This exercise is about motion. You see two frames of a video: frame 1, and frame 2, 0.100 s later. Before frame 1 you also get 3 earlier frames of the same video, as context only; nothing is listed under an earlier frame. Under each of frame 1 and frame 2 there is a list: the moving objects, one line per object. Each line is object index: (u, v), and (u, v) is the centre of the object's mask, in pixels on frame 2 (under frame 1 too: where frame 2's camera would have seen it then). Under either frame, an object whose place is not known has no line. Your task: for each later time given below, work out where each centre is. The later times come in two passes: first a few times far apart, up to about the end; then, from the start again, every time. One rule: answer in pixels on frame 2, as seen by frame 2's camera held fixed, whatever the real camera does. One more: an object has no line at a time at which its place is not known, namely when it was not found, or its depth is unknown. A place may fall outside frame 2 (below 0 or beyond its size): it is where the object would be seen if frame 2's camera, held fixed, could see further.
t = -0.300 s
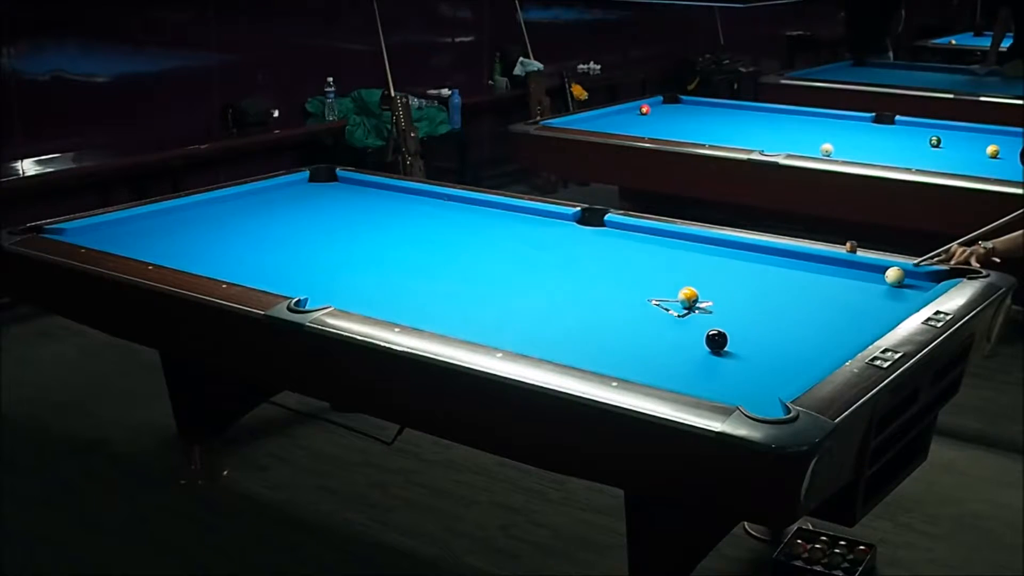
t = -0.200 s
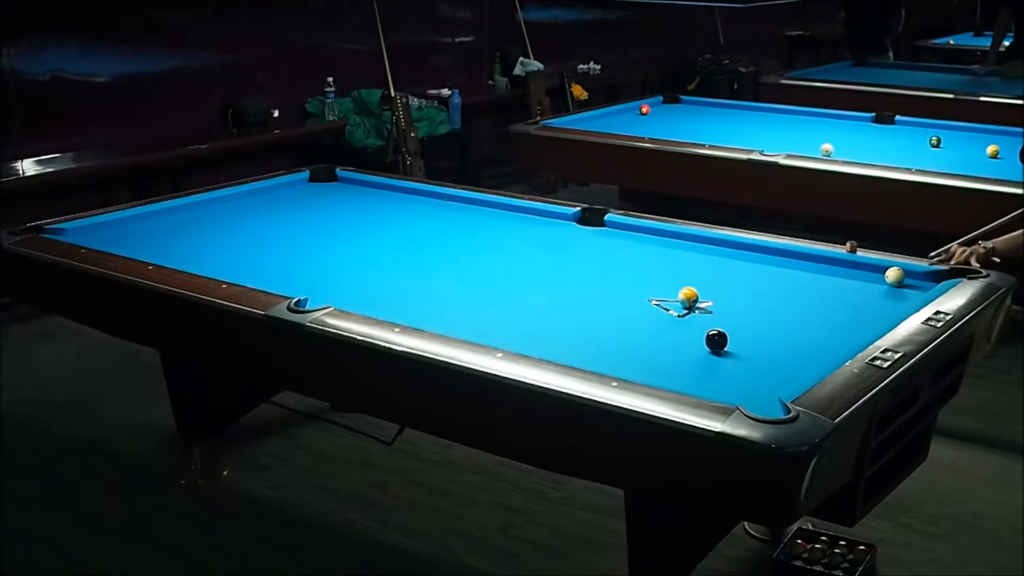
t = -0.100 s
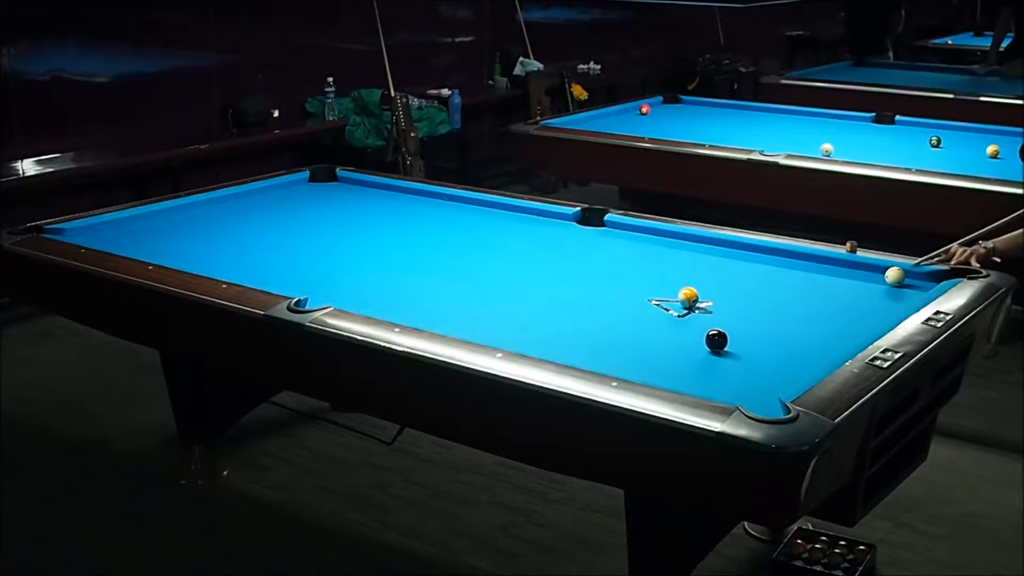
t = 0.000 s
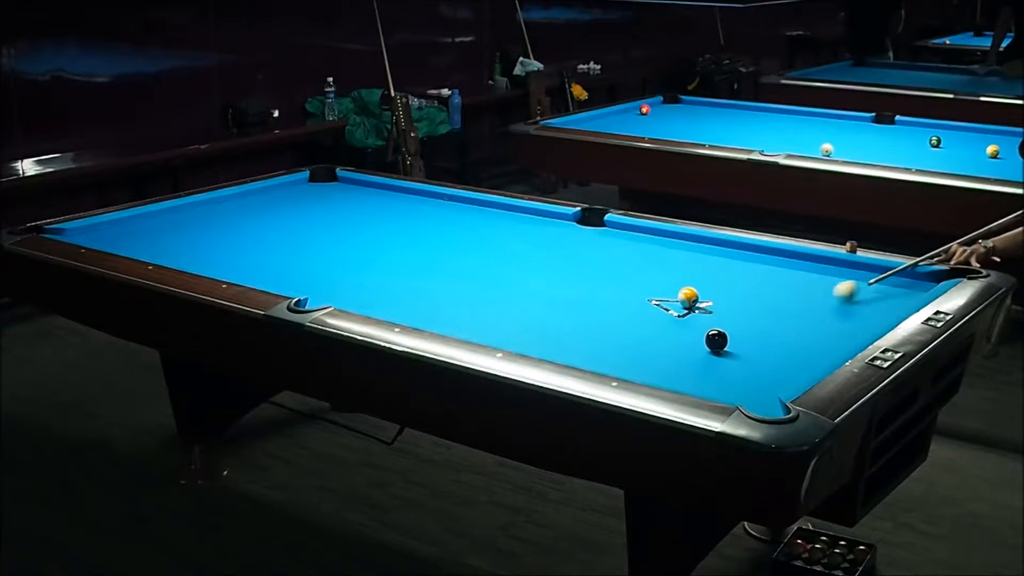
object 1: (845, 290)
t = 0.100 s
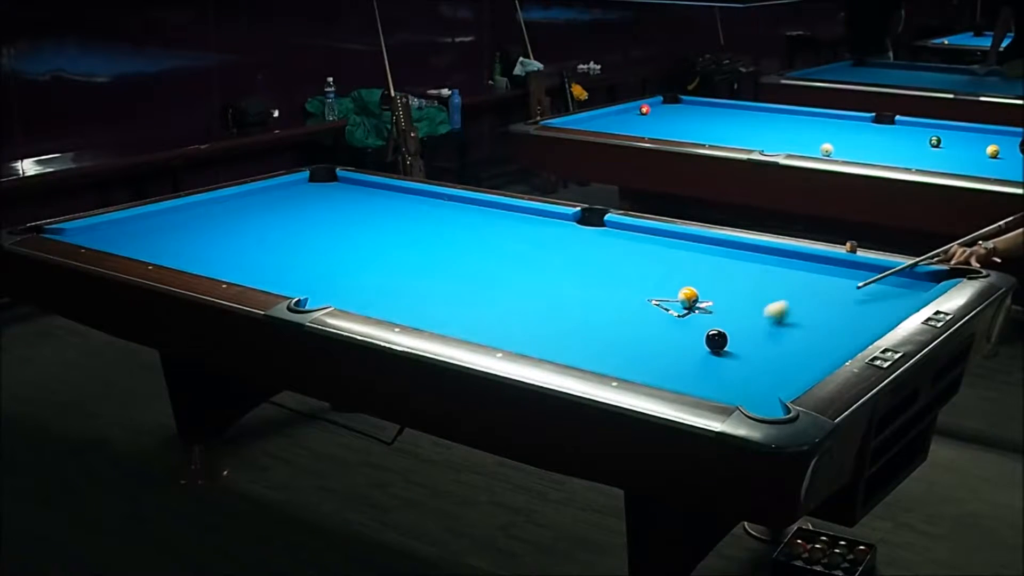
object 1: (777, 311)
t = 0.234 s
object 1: (672, 334)
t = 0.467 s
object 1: (518, 331)
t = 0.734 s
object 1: (488, 280)
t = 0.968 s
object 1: (465, 246)
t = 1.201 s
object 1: (445, 219)
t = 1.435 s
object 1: (429, 196)
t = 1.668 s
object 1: (376, 193)
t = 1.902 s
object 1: (322, 192)
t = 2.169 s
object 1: (263, 191)
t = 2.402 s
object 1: (261, 195)
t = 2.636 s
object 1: (267, 201)
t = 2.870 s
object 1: (274, 206)
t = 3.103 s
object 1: (280, 211)
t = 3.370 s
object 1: (287, 217)
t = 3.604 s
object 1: (293, 222)
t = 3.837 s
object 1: (298, 227)
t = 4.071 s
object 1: (304, 232)
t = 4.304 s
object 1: (309, 236)
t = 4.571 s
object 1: (314, 241)
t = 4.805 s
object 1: (319, 245)
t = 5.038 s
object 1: (322, 250)
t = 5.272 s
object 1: (325, 253)
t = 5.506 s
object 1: (329, 257)
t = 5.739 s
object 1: (331, 259)
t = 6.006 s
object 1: (334, 262)
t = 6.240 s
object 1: (337, 265)
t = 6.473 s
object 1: (339, 267)
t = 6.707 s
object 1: (340, 268)
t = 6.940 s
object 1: (341, 270)
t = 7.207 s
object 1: (342, 270)
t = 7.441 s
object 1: (342, 271)
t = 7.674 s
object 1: (342, 272)
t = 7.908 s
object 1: (342, 271)
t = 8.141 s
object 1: (342, 271)
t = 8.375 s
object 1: (342, 272)
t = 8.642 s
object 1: (342, 271)
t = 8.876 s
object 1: (342, 272)
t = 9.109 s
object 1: (342, 271)
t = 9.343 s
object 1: (342, 271)
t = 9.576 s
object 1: (342, 272)
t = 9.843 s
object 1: (342, 272)
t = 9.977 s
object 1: (342, 271)
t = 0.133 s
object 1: (753, 319)
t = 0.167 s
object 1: (730, 325)
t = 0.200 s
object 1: (702, 330)
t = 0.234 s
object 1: (672, 334)
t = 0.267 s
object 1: (643, 336)
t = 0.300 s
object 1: (612, 339)
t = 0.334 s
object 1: (582, 342)
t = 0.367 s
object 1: (552, 344)
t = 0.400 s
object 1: (524, 343)
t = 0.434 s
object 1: (521, 338)
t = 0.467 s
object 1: (518, 331)
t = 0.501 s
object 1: (515, 323)
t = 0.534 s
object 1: (512, 316)
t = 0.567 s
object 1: (508, 309)
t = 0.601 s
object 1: (504, 303)
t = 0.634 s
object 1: (500, 297)
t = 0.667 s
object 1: (496, 291)
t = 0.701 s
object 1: (492, 285)
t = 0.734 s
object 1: (488, 280)
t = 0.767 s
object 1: (484, 275)
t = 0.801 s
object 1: (481, 270)
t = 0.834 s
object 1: (478, 265)
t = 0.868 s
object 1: (474, 260)
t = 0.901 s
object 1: (471, 255)
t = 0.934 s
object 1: (468, 251)
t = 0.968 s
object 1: (465, 246)
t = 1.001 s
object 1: (462, 242)
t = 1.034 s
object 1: (459, 238)
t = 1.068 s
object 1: (456, 234)
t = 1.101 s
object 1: (453, 230)
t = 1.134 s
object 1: (451, 226)
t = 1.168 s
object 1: (448, 222)
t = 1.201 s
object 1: (445, 219)
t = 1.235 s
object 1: (443, 215)
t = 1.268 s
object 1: (440, 212)
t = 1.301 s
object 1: (438, 209)
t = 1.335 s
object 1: (435, 205)
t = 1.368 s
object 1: (433, 202)
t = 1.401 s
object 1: (431, 199)
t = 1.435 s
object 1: (429, 196)
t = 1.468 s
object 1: (426, 193)
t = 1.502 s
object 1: (418, 193)
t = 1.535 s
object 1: (408, 193)
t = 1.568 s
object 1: (400, 193)
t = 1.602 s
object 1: (391, 193)
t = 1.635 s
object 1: (383, 193)
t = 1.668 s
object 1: (376, 193)
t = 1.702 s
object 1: (368, 193)
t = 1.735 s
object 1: (360, 193)
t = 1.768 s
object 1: (352, 193)
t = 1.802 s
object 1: (345, 192)
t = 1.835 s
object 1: (337, 192)
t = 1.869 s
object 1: (330, 192)
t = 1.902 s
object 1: (322, 192)
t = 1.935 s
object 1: (315, 192)
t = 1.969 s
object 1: (307, 192)
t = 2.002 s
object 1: (299, 192)
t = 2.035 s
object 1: (292, 192)
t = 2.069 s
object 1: (285, 191)
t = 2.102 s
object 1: (277, 191)
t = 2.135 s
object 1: (270, 191)
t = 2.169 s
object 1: (263, 191)
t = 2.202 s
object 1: (255, 191)
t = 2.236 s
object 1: (256, 191)
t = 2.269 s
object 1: (257, 192)
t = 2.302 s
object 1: (258, 193)
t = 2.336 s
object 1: (259, 194)
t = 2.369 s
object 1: (260, 195)
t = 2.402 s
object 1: (261, 195)
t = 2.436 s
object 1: (262, 196)
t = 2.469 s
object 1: (263, 197)
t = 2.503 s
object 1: (264, 198)
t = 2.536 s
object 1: (265, 199)
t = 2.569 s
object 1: (266, 199)
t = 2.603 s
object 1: (267, 200)
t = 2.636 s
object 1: (267, 201)
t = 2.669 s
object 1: (268, 202)
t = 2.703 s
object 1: (270, 202)
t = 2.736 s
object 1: (270, 203)
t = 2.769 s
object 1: (271, 204)
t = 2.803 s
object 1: (272, 205)
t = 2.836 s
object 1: (273, 205)
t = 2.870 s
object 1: (274, 206)
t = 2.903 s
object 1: (275, 207)
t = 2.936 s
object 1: (276, 208)
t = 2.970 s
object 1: (277, 208)
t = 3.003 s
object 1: (277, 209)
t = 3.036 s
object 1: (278, 210)
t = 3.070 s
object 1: (279, 210)
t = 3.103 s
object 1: (280, 211)
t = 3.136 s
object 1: (281, 212)
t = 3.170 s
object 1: (282, 213)
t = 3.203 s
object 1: (283, 214)
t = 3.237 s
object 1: (284, 214)
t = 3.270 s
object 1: (285, 215)
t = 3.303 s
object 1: (285, 216)
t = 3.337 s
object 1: (286, 216)
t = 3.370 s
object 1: (287, 217)
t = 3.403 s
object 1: (288, 218)
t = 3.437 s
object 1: (289, 219)
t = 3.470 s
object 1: (289, 219)
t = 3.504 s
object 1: (290, 220)
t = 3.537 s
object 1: (291, 221)
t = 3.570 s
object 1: (292, 221)
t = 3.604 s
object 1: (293, 222)
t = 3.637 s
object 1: (294, 223)
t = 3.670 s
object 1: (295, 223)
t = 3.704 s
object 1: (295, 224)
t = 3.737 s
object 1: (296, 225)
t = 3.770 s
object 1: (297, 226)
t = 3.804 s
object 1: (298, 226)
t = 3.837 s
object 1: (298, 227)
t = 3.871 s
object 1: (299, 227)
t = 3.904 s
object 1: (300, 228)
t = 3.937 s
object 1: (300, 229)
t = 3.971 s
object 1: (301, 230)
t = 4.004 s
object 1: (302, 230)
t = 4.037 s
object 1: (303, 231)
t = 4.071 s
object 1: (304, 232)
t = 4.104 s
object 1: (304, 232)
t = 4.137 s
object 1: (305, 233)
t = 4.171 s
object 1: (305, 234)
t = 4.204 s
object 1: (306, 234)
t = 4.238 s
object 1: (307, 235)
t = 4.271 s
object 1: (308, 236)
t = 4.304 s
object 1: (309, 236)
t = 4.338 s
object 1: (309, 237)
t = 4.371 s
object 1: (310, 238)
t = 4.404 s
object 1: (311, 238)
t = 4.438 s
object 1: (311, 239)
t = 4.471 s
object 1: (312, 239)
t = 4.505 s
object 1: (313, 240)
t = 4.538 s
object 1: (313, 241)
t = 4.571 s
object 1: (314, 241)
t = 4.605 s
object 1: (314, 242)
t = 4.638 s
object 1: (315, 243)
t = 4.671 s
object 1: (316, 243)
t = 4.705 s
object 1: (317, 244)
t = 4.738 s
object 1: (317, 244)
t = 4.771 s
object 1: (318, 245)
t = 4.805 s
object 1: (319, 245)
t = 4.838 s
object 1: (319, 246)
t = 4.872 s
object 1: (319, 246)
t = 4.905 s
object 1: (320, 247)
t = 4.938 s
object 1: (321, 248)
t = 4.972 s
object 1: (321, 248)
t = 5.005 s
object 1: (322, 249)
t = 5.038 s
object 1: (322, 250)
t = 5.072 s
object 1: (323, 250)
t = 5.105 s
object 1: (323, 251)
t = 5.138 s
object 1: (324, 251)
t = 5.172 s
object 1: (324, 251)
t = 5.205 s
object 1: (325, 252)
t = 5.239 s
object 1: (325, 252)
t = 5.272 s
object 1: (325, 253)
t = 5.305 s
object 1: (326, 253)
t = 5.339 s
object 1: (327, 254)
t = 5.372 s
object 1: (327, 254)
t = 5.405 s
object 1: (327, 255)
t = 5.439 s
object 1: (328, 255)
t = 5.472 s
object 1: (328, 256)
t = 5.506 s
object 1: (329, 257)
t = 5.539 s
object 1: (329, 257)
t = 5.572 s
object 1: (329, 257)
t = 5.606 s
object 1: (330, 258)
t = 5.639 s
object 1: (330, 258)
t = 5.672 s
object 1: (330, 259)
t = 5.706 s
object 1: (331, 259)
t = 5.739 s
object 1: (331, 259)
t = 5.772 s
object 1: (332, 260)
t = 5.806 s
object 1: (332, 260)
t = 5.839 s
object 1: (332, 261)
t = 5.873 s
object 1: (333, 261)
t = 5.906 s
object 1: (333, 262)
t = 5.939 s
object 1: (333, 262)
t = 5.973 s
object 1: (334, 262)
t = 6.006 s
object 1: (334, 262)
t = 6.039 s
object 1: (334, 263)
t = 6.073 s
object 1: (335, 263)
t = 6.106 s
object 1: (335, 263)
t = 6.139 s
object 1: (335, 264)
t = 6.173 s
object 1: (336, 264)
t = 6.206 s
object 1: (336, 265)
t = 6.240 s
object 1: (337, 265)
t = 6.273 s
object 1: (337, 265)
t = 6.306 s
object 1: (337, 265)
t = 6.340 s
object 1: (338, 266)
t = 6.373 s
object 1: (338, 266)
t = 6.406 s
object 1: (338, 267)
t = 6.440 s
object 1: (339, 267)
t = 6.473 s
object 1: (339, 267)
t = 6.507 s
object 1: (339, 267)
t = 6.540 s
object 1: (339, 267)
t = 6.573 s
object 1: (339, 268)
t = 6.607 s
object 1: (340, 268)
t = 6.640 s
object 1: (340, 268)
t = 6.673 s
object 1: (340, 268)
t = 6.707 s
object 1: (340, 268)
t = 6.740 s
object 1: (341, 269)
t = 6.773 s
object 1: (341, 269)
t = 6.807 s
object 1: (341, 269)
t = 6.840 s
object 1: (341, 269)
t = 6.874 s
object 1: (341, 269)
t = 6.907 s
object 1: (341, 270)
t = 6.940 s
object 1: (341, 270)
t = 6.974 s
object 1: (341, 270)
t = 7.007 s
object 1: (341, 270)
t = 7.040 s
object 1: (341, 270)
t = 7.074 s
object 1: (341, 270)
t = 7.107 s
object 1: (341, 270)
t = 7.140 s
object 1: (342, 271)
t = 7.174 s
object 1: (342, 270)
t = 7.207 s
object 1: (342, 270)
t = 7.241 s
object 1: (342, 271)
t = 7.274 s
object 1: (342, 271)
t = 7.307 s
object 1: (342, 271)
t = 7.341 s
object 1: (342, 271)
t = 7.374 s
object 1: (342, 271)
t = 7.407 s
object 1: (342, 271)
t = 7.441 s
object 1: (342, 271)
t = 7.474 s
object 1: (342, 271)
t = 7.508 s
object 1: (342, 271)
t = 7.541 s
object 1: (342, 272)
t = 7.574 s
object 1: (342, 271)
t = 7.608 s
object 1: (342, 272)
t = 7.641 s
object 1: (342, 271)
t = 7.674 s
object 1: (342, 272)
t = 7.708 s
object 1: (342, 272)
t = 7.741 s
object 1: (342, 272)
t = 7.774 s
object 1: (342, 271)
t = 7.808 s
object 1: (342, 271)
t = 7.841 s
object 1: (342, 272)
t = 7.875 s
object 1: (342, 271)
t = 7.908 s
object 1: (342, 271)
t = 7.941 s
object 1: (342, 272)
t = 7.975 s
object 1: (342, 272)
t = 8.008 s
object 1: (342, 272)
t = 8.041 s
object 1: (342, 272)
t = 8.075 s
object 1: (342, 272)
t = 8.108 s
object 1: (342, 271)
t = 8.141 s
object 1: (342, 271)
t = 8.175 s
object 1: (342, 271)
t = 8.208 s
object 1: (342, 272)
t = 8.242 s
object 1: (342, 272)
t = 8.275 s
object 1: (342, 272)
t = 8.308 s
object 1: (342, 271)
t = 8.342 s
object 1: (342, 272)
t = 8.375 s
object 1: (342, 272)
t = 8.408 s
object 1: (342, 272)
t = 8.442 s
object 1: (342, 271)
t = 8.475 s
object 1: (342, 271)
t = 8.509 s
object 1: (342, 271)
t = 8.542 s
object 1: (342, 271)
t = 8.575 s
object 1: (342, 271)
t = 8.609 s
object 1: (342, 271)
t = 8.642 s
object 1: (342, 271)
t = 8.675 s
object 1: (342, 271)
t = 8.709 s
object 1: (342, 271)
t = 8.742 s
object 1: (342, 272)
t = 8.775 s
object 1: (342, 272)
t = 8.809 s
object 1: (342, 272)
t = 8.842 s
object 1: (342, 271)
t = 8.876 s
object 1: (342, 272)
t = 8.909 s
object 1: (342, 271)
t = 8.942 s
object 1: (342, 272)
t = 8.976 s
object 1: (342, 272)
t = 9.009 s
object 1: (342, 272)
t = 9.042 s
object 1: (342, 272)
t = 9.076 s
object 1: (342, 272)
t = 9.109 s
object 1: (342, 271)
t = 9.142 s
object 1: (342, 271)
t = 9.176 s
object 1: (342, 272)
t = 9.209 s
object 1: (342, 272)
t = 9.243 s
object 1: (342, 272)
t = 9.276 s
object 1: (342, 272)
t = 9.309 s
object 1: (342, 271)
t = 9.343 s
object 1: (342, 271)
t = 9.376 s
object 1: (342, 272)
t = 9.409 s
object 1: (342, 272)
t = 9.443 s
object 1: (342, 272)
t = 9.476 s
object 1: (342, 272)
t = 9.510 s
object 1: (342, 272)
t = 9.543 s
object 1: (342, 272)
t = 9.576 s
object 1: (342, 272)
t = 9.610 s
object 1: (342, 272)
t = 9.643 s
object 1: (342, 272)
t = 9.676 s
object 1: (342, 271)
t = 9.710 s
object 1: (342, 272)
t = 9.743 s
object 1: (342, 272)
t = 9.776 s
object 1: (342, 271)
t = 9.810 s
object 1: (342, 272)
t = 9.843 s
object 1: (342, 272)
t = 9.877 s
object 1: (342, 271)
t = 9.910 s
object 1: (342, 272)
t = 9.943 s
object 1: (342, 271)
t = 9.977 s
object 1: (342, 271)
